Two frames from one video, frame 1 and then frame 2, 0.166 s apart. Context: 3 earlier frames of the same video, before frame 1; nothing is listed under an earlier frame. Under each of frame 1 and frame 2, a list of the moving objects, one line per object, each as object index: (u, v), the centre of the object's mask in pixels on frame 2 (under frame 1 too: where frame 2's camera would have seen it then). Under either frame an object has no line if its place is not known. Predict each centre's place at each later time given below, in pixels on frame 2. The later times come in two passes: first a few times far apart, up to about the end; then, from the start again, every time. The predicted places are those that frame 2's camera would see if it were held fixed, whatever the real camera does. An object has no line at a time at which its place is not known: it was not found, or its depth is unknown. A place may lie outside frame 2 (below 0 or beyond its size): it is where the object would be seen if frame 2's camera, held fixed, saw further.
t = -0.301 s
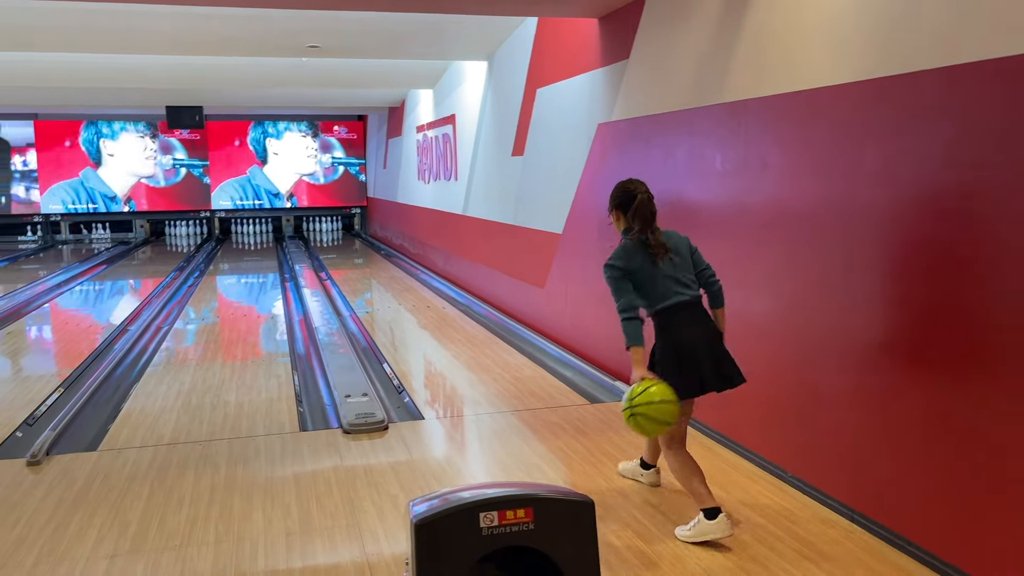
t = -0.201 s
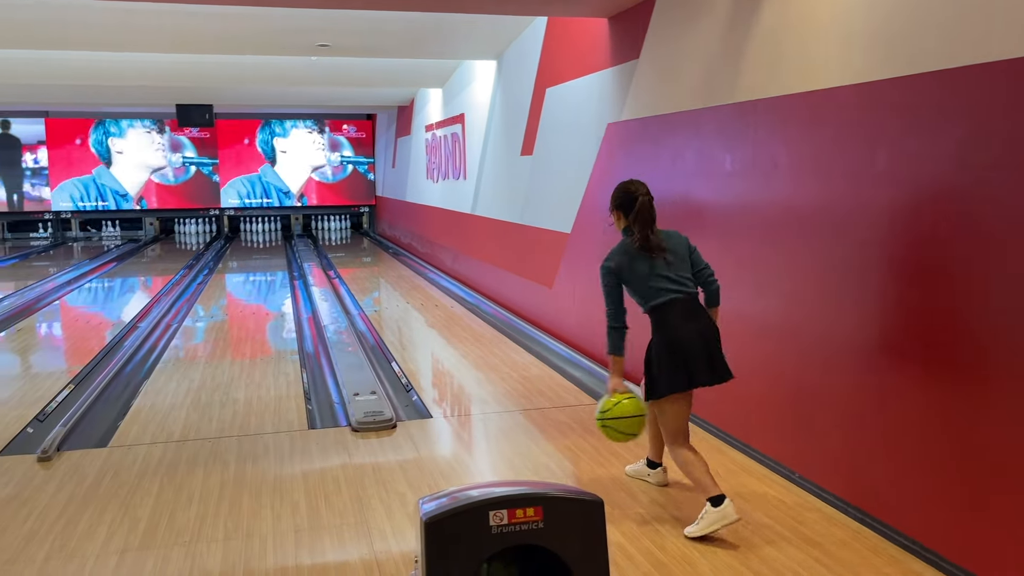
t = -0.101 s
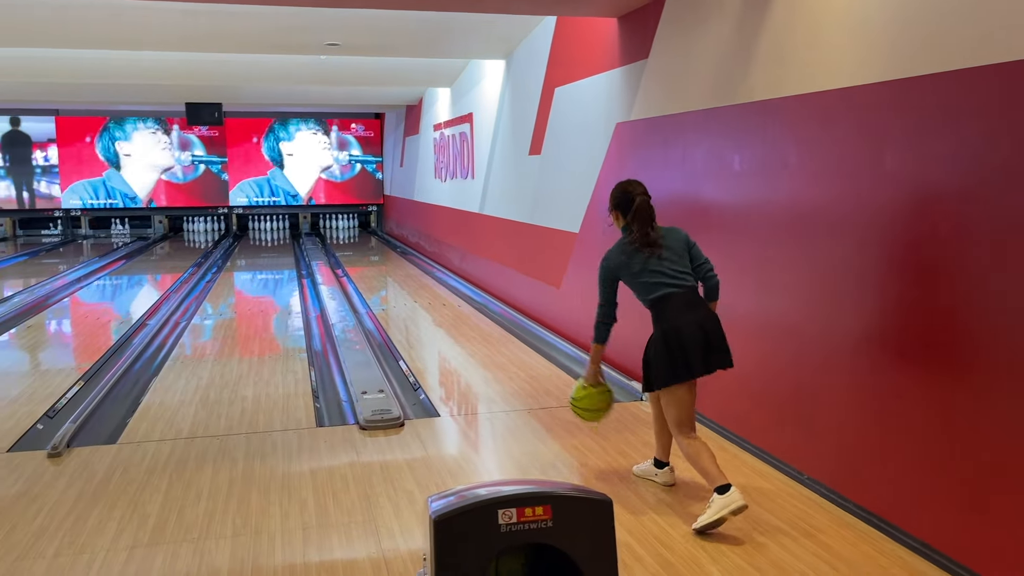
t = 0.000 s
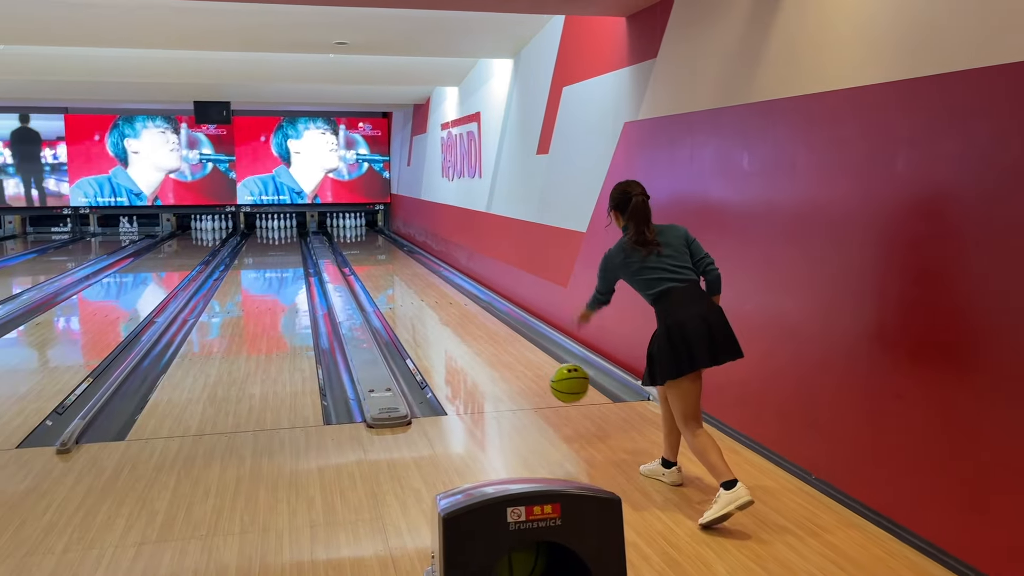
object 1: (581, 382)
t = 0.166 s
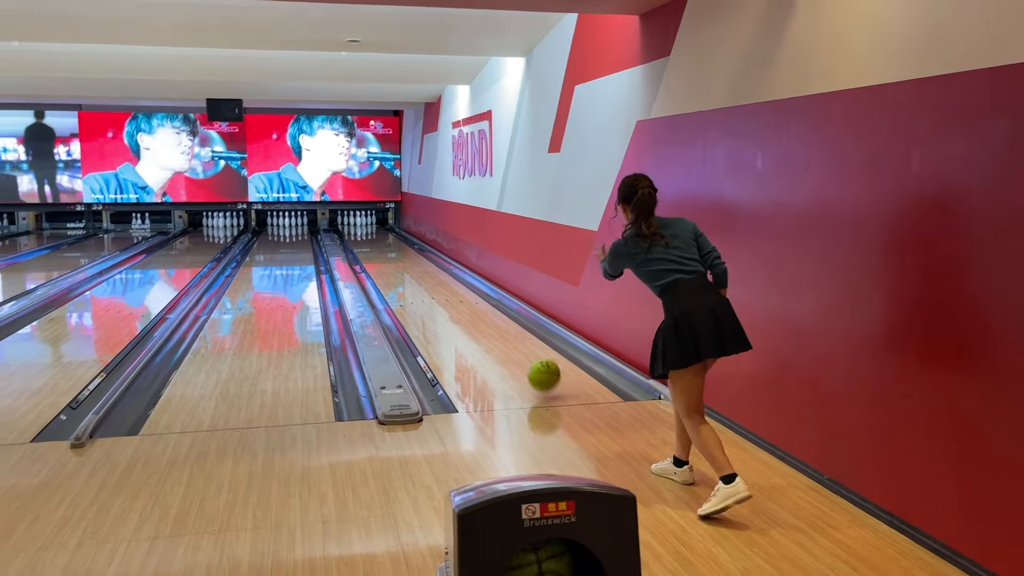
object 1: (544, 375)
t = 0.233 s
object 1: (533, 358)
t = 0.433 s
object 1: (506, 340)
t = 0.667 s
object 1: (483, 317)
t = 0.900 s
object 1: (466, 299)
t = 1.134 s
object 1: (453, 285)
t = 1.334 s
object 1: (444, 276)
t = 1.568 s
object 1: (436, 267)
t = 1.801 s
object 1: (429, 259)
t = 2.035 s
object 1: (424, 254)
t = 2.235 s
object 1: (420, 249)
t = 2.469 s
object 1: (419, 248)
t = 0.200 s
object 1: (538, 366)
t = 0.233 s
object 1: (533, 358)
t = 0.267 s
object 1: (528, 353)
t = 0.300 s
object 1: (522, 349)
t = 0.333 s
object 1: (518, 348)
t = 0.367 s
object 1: (514, 348)
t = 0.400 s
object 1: (509, 344)
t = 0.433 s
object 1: (506, 340)
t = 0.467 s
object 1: (502, 337)
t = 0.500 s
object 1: (498, 333)
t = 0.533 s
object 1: (495, 329)
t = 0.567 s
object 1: (491, 326)
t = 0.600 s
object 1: (488, 323)
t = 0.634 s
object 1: (485, 320)
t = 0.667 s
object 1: (483, 317)
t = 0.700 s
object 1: (480, 314)
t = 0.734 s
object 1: (477, 312)
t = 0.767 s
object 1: (475, 309)
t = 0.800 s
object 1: (472, 306)
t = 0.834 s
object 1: (470, 304)
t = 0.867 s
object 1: (468, 301)
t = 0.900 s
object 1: (466, 299)
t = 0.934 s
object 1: (464, 297)
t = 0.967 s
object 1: (461, 294)
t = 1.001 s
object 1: (460, 292)
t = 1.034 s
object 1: (458, 291)
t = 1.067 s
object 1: (456, 289)
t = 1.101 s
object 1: (455, 287)
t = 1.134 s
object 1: (453, 285)
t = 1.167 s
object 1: (451, 283)
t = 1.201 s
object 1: (450, 282)
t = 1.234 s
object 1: (449, 280)
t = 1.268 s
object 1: (447, 278)
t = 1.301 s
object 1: (445, 277)
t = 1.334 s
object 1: (444, 276)
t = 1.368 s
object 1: (443, 274)
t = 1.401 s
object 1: (441, 273)
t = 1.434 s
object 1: (440, 271)
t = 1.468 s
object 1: (439, 271)
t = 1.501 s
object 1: (438, 269)
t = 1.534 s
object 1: (437, 268)
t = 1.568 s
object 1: (436, 267)
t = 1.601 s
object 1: (435, 265)
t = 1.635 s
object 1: (433, 264)
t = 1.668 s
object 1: (433, 264)
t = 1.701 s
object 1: (432, 263)
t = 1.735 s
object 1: (431, 262)
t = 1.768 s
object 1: (430, 261)
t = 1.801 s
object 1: (429, 259)
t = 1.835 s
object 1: (428, 259)
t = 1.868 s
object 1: (427, 258)
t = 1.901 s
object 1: (427, 257)
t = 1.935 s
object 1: (426, 256)
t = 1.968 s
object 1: (425, 255)
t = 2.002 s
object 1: (424, 254)
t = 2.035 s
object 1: (424, 254)
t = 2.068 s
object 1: (423, 253)
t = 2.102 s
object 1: (422, 252)
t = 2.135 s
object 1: (422, 251)
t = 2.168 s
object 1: (421, 251)
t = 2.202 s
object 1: (420, 250)
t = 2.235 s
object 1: (420, 249)
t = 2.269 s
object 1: (419, 249)
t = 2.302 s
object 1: (419, 248)
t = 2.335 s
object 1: (419, 248)
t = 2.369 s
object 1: (419, 247)
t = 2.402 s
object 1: (418, 247)
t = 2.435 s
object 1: (419, 248)
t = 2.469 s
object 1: (419, 248)
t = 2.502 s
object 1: (419, 247)
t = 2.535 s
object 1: (418, 246)
